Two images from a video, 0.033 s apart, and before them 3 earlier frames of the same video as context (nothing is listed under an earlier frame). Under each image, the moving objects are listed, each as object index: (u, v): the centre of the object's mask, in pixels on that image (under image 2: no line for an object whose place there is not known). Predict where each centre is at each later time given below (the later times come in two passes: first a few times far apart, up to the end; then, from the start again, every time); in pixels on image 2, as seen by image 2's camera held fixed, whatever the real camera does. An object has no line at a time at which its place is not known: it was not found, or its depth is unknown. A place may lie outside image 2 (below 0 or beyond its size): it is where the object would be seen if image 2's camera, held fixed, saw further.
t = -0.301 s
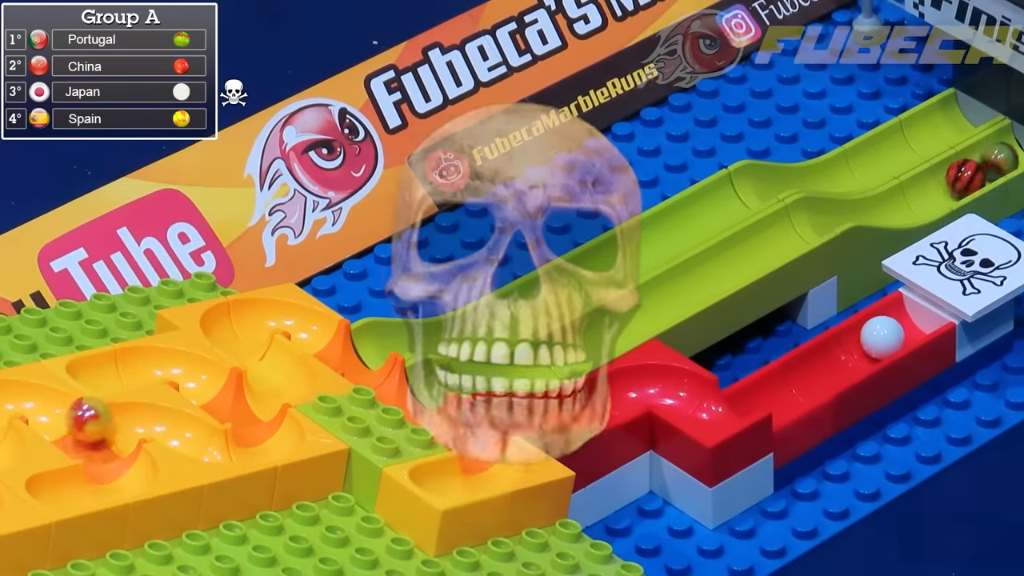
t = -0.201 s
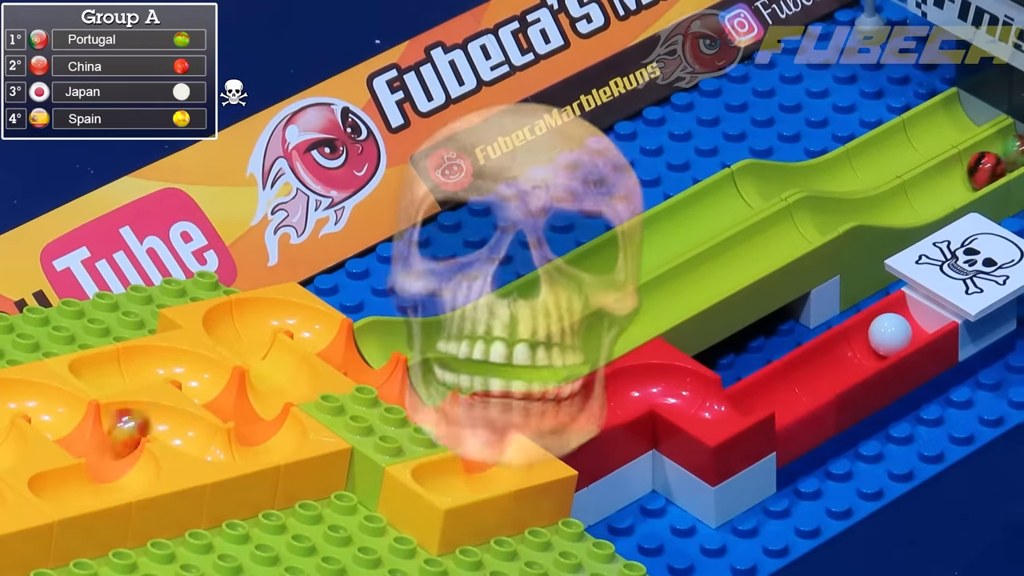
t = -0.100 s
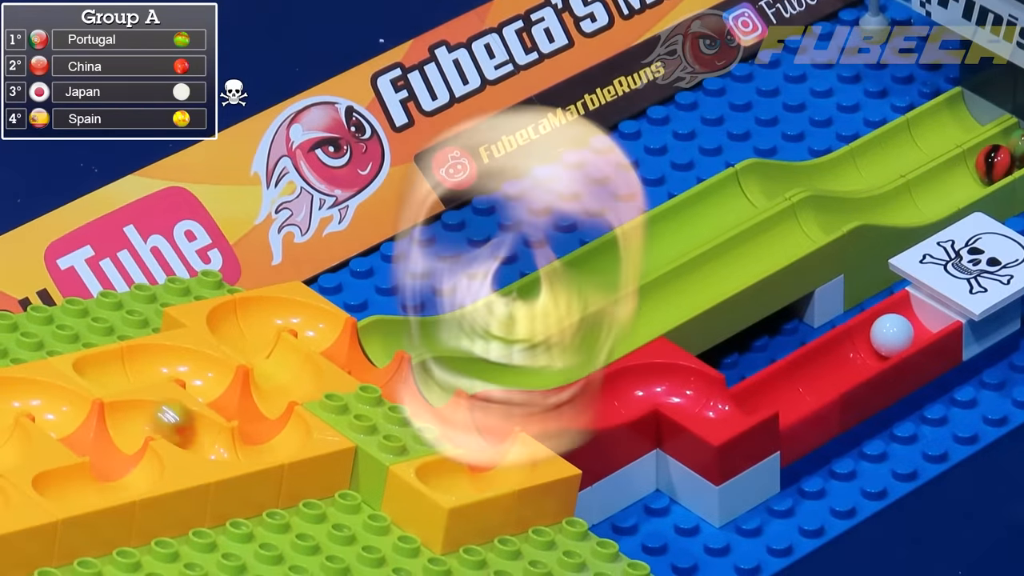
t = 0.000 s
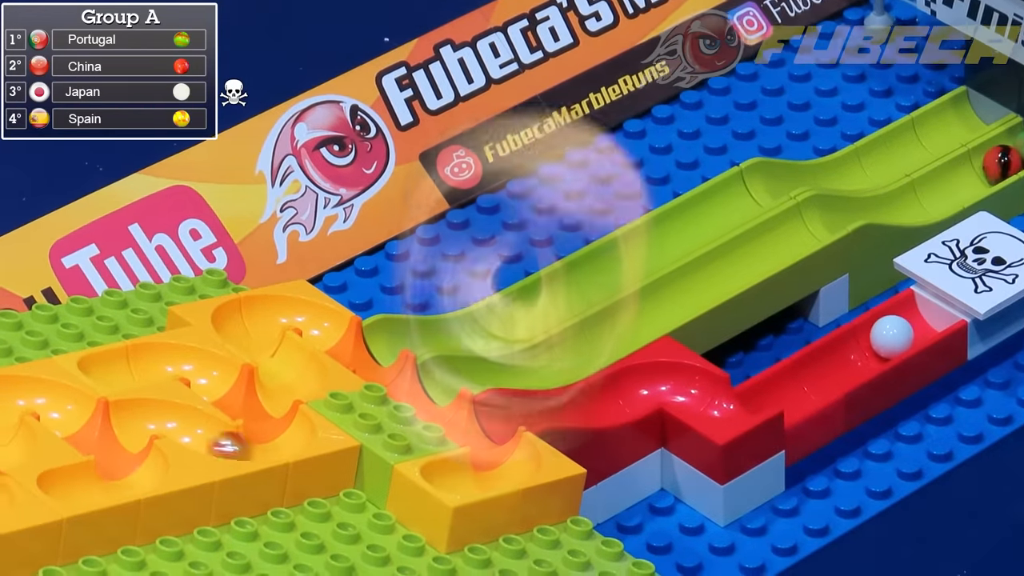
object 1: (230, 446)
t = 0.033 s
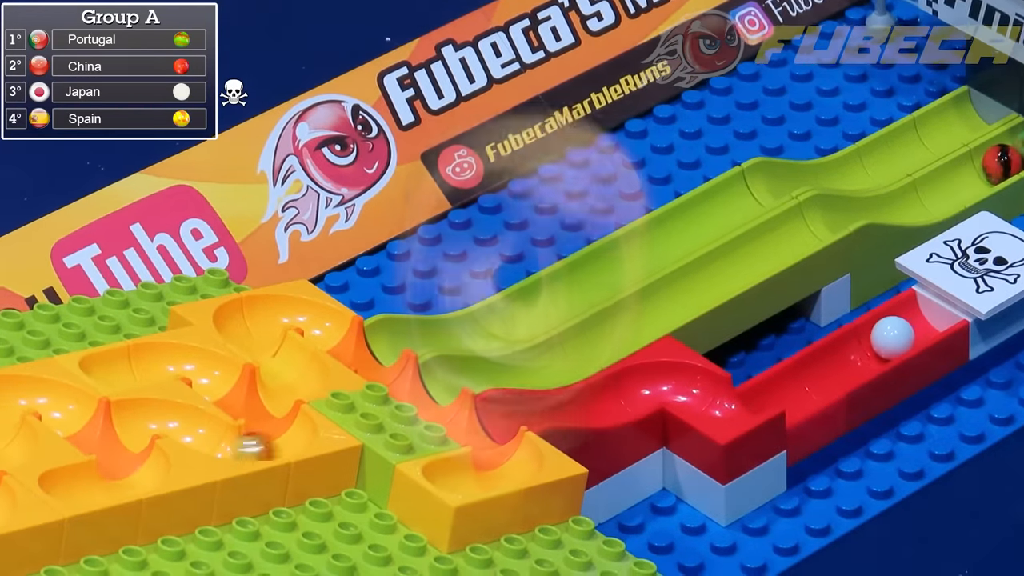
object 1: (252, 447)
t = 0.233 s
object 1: (229, 392)
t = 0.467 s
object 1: (157, 362)
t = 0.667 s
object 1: (230, 391)
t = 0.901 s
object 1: (281, 442)
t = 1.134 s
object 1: (274, 423)
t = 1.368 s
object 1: (196, 369)
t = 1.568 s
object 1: (210, 370)
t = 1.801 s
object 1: (281, 394)
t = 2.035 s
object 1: (247, 330)
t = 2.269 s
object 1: (386, 361)
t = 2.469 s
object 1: (476, 426)
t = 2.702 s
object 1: (461, 417)
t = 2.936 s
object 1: (479, 422)
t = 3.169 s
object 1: (652, 385)
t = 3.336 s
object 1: (750, 398)
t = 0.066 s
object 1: (273, 444)
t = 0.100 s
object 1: (290, 434)
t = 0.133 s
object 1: (287, 421)
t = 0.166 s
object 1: (264, 414)
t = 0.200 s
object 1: (243, 400)
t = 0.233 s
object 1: (229, 392)
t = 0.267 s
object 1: (220, 381)
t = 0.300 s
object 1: (209, 371)
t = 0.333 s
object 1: (192, 366)
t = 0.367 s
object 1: (176, 364)
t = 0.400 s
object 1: (164, 362)
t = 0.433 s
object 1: (156, 362)
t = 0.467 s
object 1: (157, 362)
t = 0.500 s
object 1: (165, 361)
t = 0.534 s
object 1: (179, 364)
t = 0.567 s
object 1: (194, 367)
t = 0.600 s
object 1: (209, 372)
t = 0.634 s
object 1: (220, 381)
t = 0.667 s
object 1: (230, 391)
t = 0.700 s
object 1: (241, 399)
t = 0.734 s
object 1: (257, 409)
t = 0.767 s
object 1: (272, 418)
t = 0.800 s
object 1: (282, 427)
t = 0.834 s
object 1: (286, 435)
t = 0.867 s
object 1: (287, 438)
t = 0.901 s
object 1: (281, 442)
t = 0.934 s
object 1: (274, 443)
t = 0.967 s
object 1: (271, 443)
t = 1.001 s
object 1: (274, 442)
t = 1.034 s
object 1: (283, 441)
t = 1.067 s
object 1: (288, 436)
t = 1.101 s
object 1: (287, 431)
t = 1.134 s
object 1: (274, 423)
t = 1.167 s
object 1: (264, 414)
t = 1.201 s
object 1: (250, 404)
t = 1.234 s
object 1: (242, 396)
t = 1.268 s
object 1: (235, 387)
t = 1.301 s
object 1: (220, 381)
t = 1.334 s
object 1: (206, 376)
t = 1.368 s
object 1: (196, 369)
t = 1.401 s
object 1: (188, 363)
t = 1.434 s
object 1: (183, 363)
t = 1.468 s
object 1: (183, 367)
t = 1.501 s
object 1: (190, 370)
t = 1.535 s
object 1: (199, 371)
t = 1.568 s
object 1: (210, 370)
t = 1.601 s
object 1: (216, 377)
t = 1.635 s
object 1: (218, 384)
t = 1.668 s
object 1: (224, 390)
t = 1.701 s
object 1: (238, 395)
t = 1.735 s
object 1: (254, 402)
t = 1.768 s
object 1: (271, 399)
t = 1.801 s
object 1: (281, 394)
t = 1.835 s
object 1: (292, 386)
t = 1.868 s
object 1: (306, 372)
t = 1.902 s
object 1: (297, 358)
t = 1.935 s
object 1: (276, 358)
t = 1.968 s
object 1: (261, 347)
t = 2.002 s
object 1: (252, 338)
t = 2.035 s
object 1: (247, 330)
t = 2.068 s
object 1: (253, 320)
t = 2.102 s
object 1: (269, 312)
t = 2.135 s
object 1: (303, 314)
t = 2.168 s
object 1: (333, 330)
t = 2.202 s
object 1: (351, 342)
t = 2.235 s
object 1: (370, 355)
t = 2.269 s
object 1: (386, 361)
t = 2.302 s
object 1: (396, 376)
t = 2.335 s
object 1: (406, 384)
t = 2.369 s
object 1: (419, 397)
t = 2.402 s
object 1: (439, 405)
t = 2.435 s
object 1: (461, 413)
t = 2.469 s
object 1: (476, 426)
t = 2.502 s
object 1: (496, 426)
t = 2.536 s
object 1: (499, 424)
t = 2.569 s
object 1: (488, 432)
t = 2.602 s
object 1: (470, 428)
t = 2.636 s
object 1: (460, 423)
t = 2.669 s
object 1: (459, 421)
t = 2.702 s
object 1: (461, 417)
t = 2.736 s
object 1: (463, 413)
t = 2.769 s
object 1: (462, 413)
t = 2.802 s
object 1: (457, 418)
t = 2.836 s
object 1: (454, 419)
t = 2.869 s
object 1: (458, 421)
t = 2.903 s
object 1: (467, 421)
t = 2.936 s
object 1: (479, 422)
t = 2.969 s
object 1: (499, 422)
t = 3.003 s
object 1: (514, 420)
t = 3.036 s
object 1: (525, 413)
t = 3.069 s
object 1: (543, 410)
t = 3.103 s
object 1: (574, 409)
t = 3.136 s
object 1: (615, 403)
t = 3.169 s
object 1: (652, 385)
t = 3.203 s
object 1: (684, 365)
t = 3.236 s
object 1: (708, 368)
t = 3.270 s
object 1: (723, 383)
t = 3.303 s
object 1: (738, 398)
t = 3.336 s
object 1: (750, 398)
